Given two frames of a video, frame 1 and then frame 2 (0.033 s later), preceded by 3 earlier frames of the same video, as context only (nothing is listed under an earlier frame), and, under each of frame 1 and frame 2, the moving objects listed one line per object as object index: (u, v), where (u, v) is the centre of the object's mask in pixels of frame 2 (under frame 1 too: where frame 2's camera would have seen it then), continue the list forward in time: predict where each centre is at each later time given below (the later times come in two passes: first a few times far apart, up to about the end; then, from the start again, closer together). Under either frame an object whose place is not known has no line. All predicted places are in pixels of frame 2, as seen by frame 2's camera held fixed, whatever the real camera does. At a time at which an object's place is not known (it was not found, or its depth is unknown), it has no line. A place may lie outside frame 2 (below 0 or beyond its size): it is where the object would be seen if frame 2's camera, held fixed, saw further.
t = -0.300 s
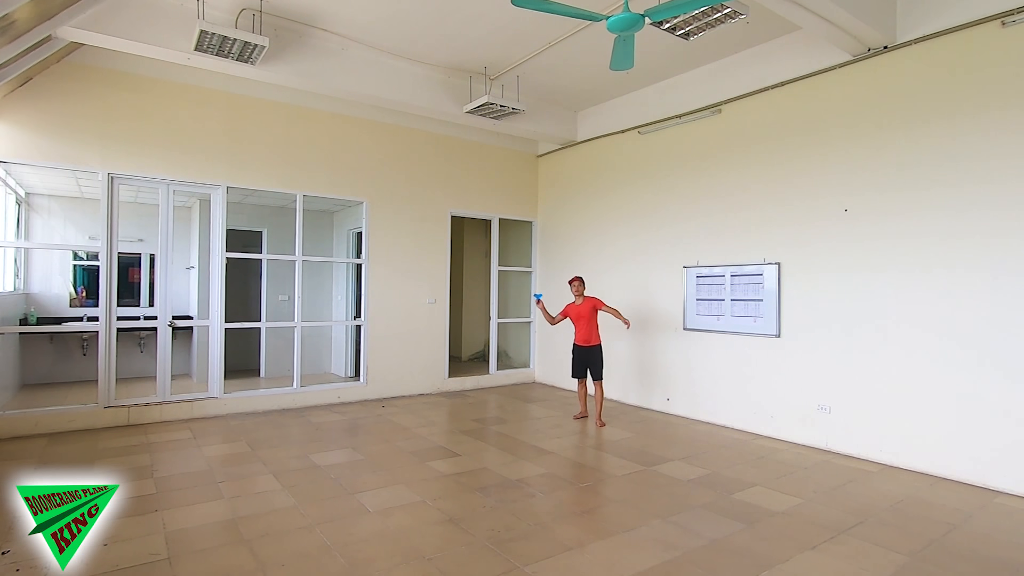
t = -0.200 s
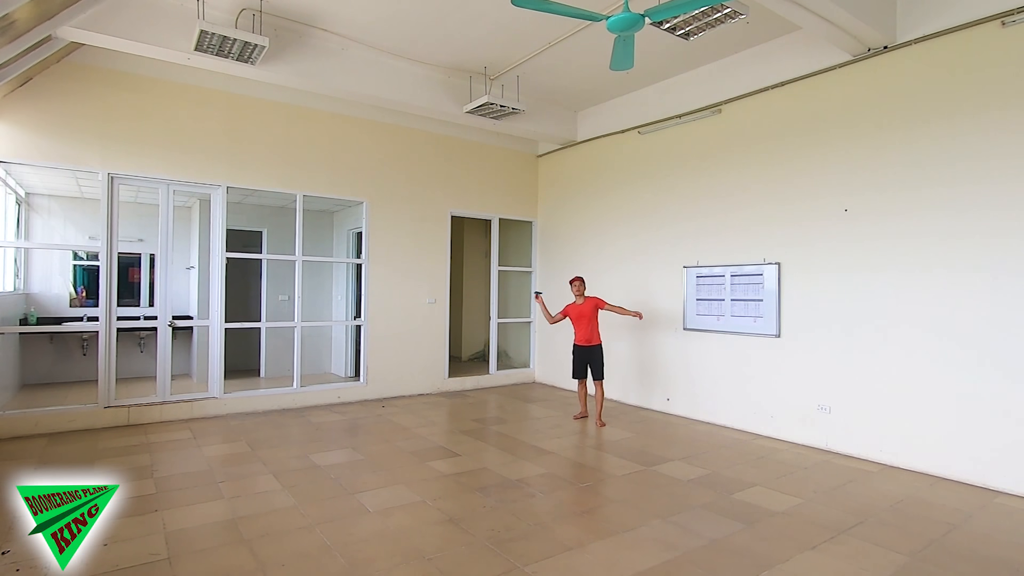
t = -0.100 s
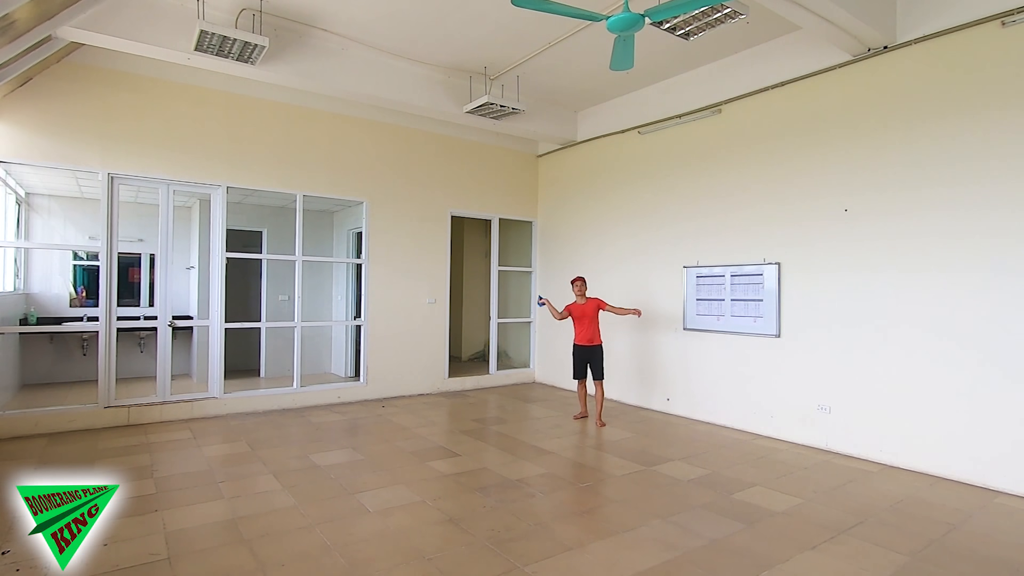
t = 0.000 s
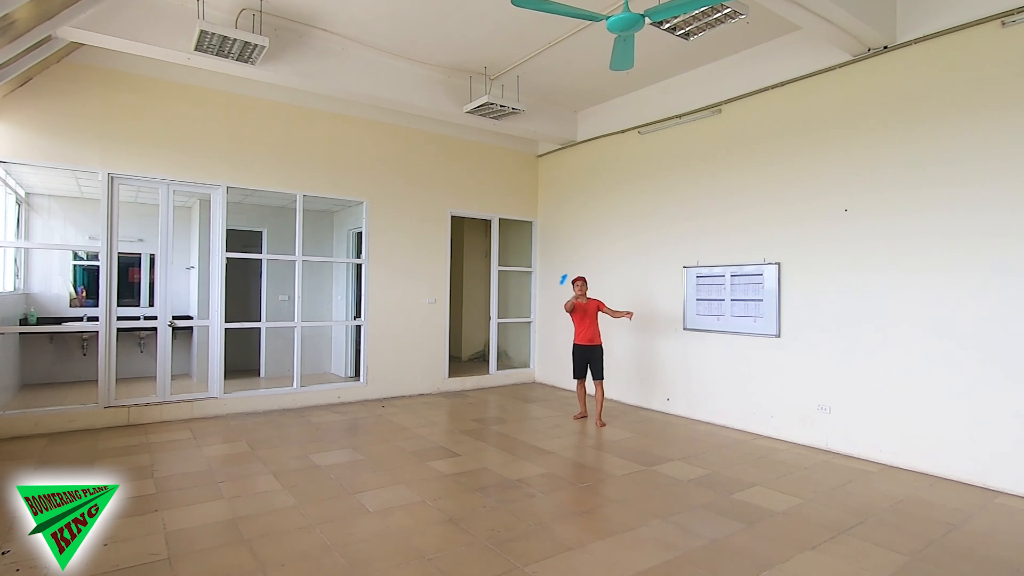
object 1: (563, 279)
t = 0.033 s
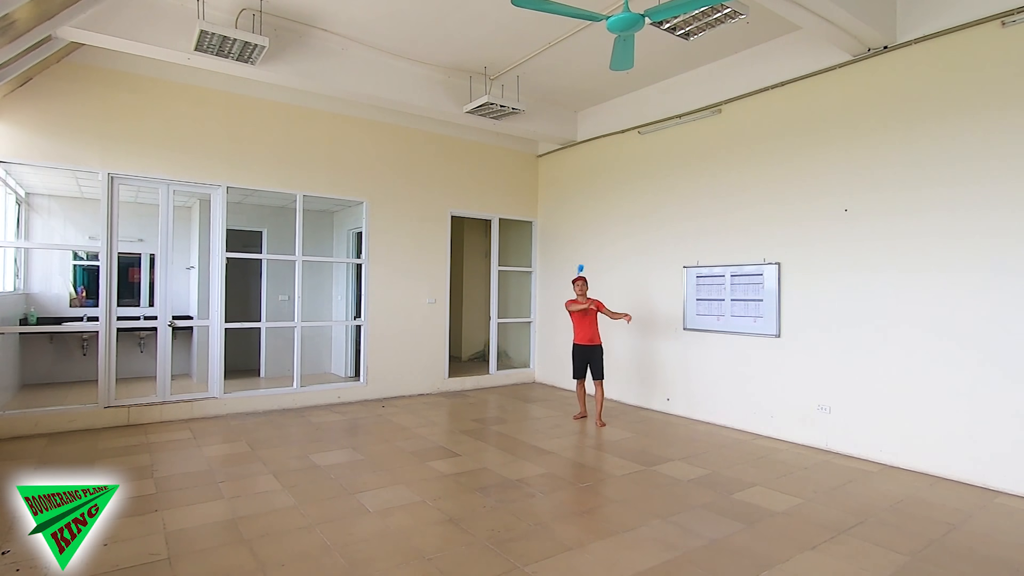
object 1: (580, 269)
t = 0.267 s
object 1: (542, 142)
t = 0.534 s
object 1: (250, 100)
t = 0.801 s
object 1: (227, 212)
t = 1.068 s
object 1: (341, 285)
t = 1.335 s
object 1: (454, 317)
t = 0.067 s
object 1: (595, 258)
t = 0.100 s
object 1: (602, 244)
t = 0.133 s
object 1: (605, 226)
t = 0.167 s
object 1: (600, 206)
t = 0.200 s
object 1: (588, 185)
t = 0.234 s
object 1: (569, 163)
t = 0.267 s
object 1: (542, 142)
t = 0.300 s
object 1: (509, 122)
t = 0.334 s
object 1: (470, 106)
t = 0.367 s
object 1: (429, 93)
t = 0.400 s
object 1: (387, 86)
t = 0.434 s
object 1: (346, 83)
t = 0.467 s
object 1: (309, 85)
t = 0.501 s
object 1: (276, 91)
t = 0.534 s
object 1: (250, 100)
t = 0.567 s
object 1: (230, 112)
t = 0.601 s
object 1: (215, 124)
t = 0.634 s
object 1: (206, 140)
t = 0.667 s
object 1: (203, 155)
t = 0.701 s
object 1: (205, 170)
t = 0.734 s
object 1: (209, 184)
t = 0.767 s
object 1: (217, 198)
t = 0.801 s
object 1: (227, 212)
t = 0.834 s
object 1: (239, 224)
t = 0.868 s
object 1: (253, 235)
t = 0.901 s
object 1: (266, 246)
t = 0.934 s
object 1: (280, 255)
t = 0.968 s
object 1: (296, 264)
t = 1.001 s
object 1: (310, 271)
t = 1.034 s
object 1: (326, 278)
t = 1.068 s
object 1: (341, 285)
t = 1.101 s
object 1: (356, 290)
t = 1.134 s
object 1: (371, 295)
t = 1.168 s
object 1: (386, 300)
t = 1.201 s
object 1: (400, 304)
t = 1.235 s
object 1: (414, 308)
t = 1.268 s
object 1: (427, 311)
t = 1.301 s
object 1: (441, 314)
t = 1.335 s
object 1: (454, 317)
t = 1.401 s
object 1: (478, 323)
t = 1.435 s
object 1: (489, 325)
